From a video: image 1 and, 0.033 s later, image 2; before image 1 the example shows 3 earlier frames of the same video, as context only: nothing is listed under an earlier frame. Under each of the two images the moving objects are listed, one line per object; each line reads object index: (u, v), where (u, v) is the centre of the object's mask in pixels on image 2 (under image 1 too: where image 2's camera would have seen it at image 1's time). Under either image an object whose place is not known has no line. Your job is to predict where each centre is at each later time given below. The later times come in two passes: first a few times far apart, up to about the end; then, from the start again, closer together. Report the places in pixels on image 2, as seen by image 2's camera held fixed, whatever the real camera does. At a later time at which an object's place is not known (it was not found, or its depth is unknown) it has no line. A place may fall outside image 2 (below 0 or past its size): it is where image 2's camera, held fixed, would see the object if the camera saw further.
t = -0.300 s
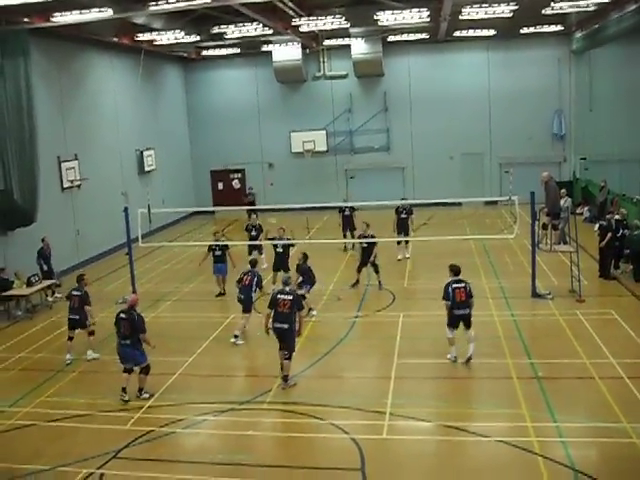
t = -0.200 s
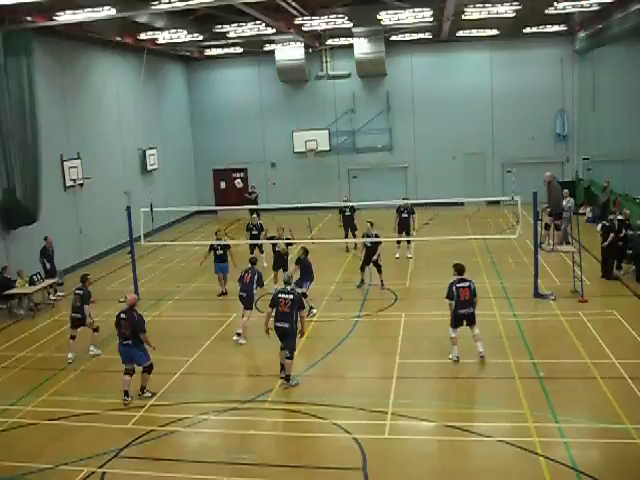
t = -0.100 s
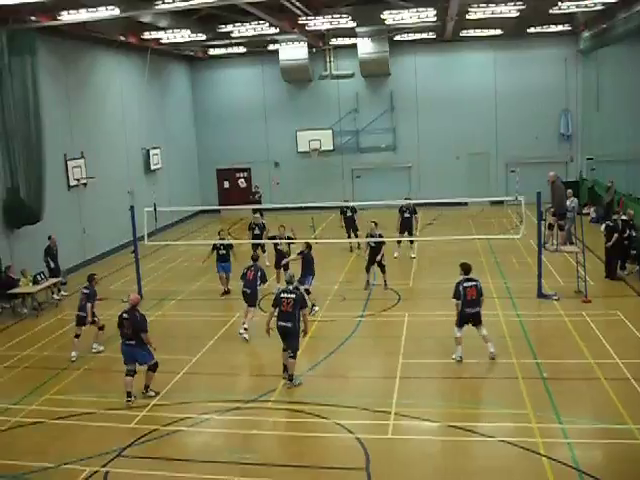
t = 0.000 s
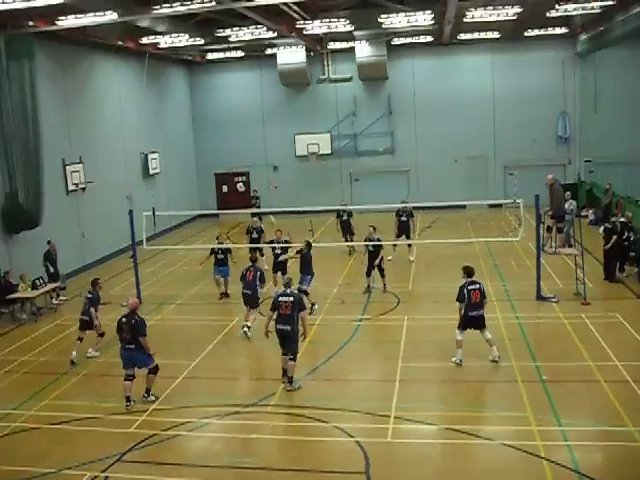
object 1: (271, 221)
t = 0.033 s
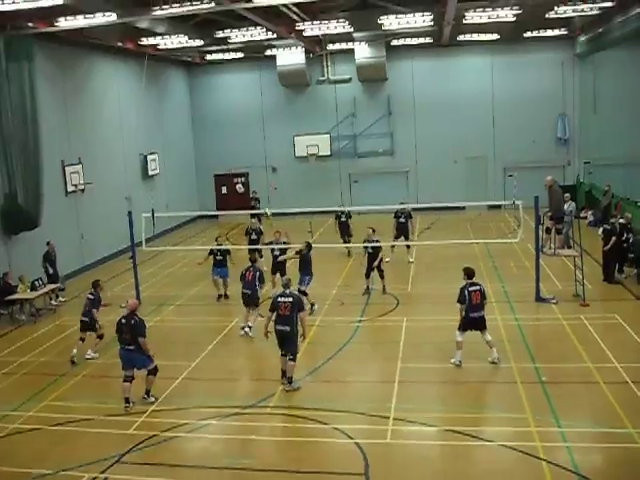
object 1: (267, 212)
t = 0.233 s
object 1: (248, 168)
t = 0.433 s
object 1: (228, 145)
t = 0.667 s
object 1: (207, 137)
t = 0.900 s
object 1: (189, 153)
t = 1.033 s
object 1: (181, 171)
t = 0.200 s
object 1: (250, 176)
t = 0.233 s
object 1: (248, 168)
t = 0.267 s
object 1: (242, 164)
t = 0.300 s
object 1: (239, 158)
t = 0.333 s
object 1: (236, 155)
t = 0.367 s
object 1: (233, 151)
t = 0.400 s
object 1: (230, 148)
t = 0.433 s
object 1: (228, 145)
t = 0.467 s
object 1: (224, 142)
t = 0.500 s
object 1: (220, 140)
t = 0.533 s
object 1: (217, 139)
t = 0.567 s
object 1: (215, 138)
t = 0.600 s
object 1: (212, 137)
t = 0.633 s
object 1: (209, 137)
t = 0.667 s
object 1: (207, 137)
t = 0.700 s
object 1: (204, 138)
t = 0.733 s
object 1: (202, 139)
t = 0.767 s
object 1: (199, 141)
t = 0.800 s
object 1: (197, 143)
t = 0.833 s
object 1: (194, 146)
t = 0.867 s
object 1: (192, 149)
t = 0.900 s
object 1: (189, 153)
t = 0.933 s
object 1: (186, 157)
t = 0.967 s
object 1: (185, 161)
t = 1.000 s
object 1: (183, 166)
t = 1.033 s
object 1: (181, 171)
